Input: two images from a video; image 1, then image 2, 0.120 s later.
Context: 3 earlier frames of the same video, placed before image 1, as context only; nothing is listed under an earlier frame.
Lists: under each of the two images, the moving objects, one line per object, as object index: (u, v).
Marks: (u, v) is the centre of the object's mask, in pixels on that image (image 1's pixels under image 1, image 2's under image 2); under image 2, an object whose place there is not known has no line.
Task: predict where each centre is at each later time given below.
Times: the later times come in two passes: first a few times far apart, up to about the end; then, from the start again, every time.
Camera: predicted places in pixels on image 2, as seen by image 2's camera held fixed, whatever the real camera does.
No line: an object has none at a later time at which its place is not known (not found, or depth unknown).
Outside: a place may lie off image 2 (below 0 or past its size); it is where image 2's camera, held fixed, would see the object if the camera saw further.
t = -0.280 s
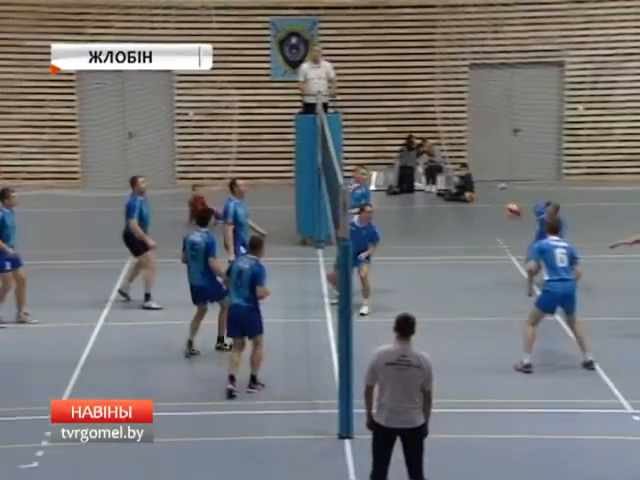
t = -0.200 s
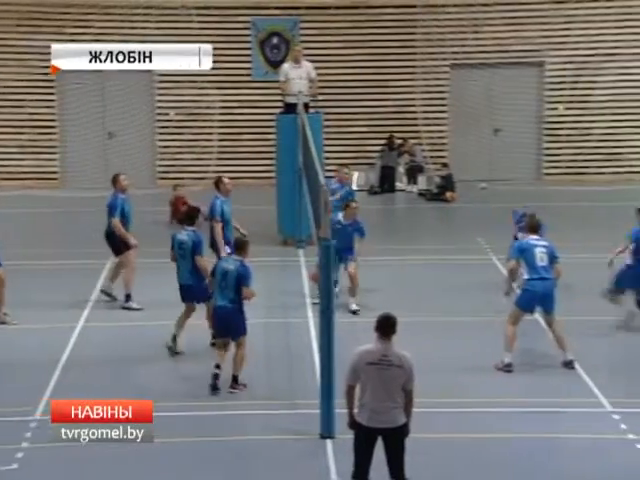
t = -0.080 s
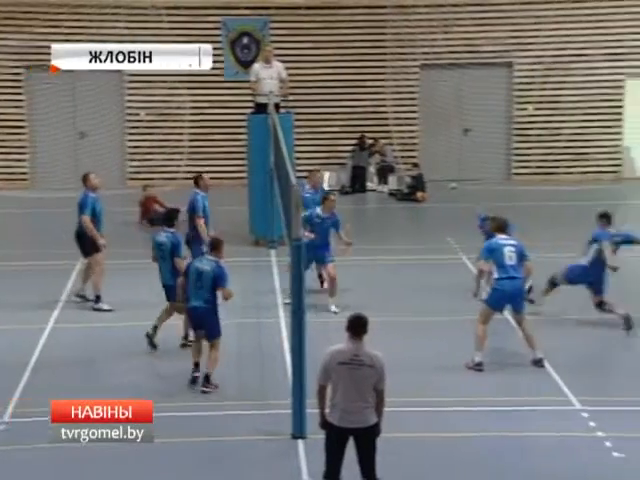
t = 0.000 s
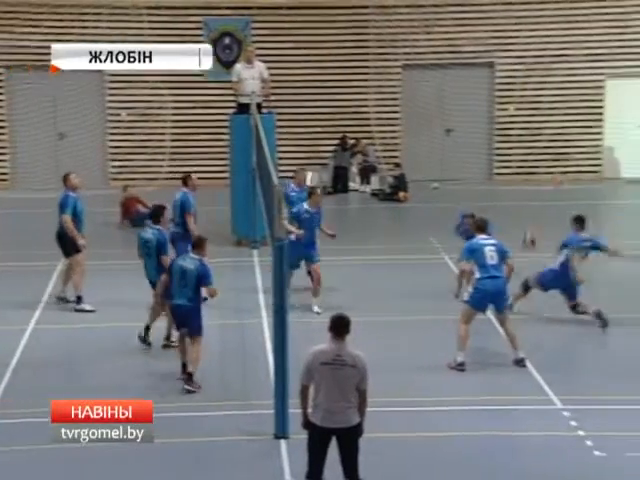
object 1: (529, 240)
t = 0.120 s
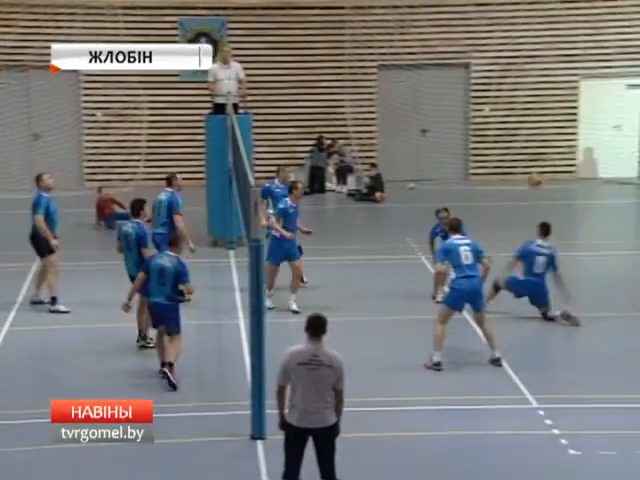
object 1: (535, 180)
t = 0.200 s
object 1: (554, 149)
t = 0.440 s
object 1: (612, 86)
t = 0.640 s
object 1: (655, 72)
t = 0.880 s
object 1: (700, 90)
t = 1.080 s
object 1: (733, 131)
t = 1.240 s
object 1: (752, 181)
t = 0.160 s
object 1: (544, 165)
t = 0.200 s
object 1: (554, 149)
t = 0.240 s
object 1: (564, 134)
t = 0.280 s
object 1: (574, 121)
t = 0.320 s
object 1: (584, 111)
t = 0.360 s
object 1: (593, 101)
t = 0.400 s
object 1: (603, 93)
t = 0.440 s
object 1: (612, 86)
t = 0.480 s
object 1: (621, 81)
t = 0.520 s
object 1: (630, 77)
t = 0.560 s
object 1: (638, 74)
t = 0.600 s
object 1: (647, 72)
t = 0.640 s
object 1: (655, 72)
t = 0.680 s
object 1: (663, 72)
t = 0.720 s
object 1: (671, 73)
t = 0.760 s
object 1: (678, 75)
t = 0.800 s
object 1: (686, 79)
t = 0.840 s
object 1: (693, 84)
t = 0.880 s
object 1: (700, 90)
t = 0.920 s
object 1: (706, 99)
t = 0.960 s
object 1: (713, 104)
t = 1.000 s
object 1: (719, 112)
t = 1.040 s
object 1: (726, 121)
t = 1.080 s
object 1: (733, 131)
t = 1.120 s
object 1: (738, 142)
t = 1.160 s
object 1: (742, 156)
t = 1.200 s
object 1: (749, 168)
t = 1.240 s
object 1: (752, 181)
